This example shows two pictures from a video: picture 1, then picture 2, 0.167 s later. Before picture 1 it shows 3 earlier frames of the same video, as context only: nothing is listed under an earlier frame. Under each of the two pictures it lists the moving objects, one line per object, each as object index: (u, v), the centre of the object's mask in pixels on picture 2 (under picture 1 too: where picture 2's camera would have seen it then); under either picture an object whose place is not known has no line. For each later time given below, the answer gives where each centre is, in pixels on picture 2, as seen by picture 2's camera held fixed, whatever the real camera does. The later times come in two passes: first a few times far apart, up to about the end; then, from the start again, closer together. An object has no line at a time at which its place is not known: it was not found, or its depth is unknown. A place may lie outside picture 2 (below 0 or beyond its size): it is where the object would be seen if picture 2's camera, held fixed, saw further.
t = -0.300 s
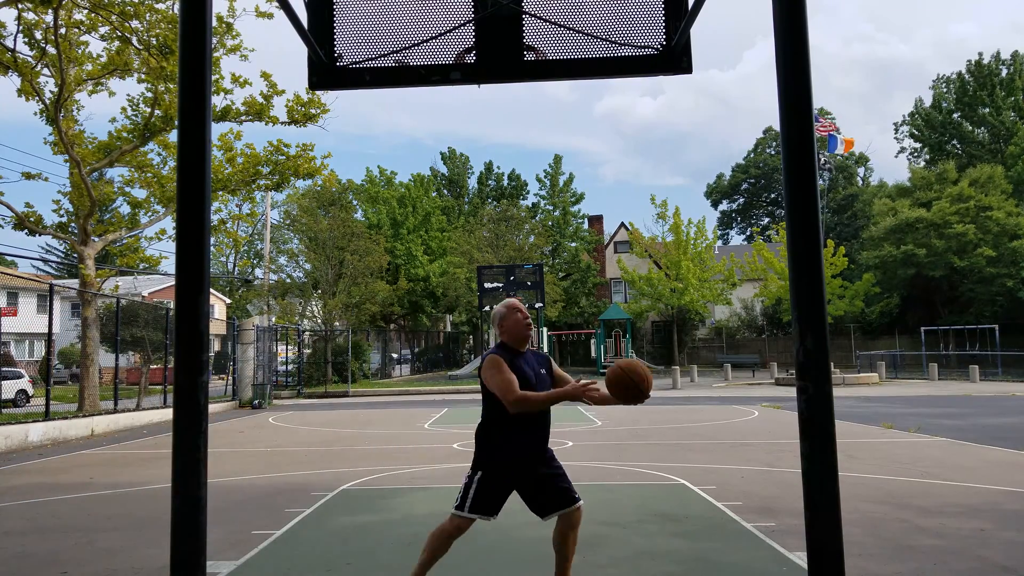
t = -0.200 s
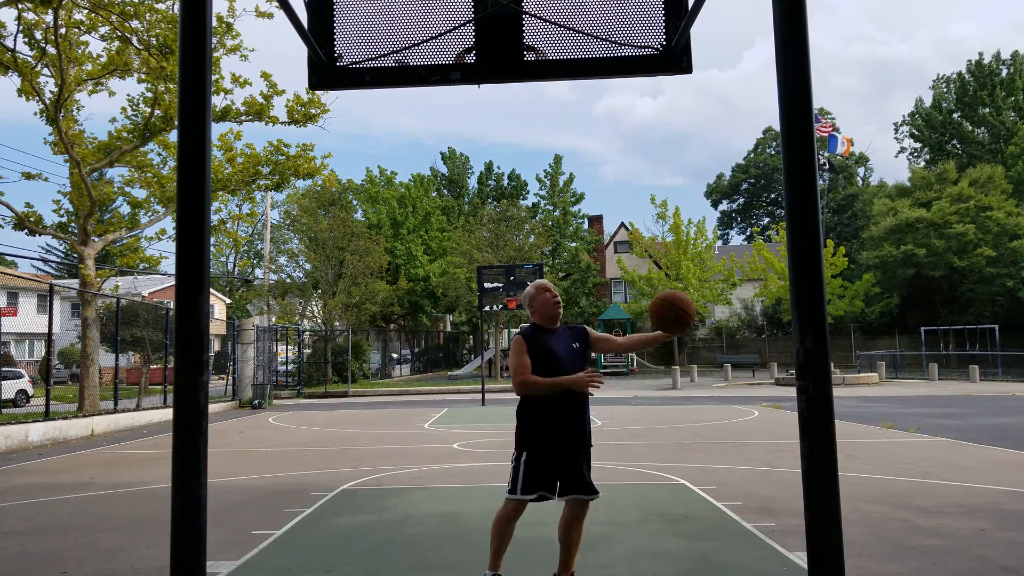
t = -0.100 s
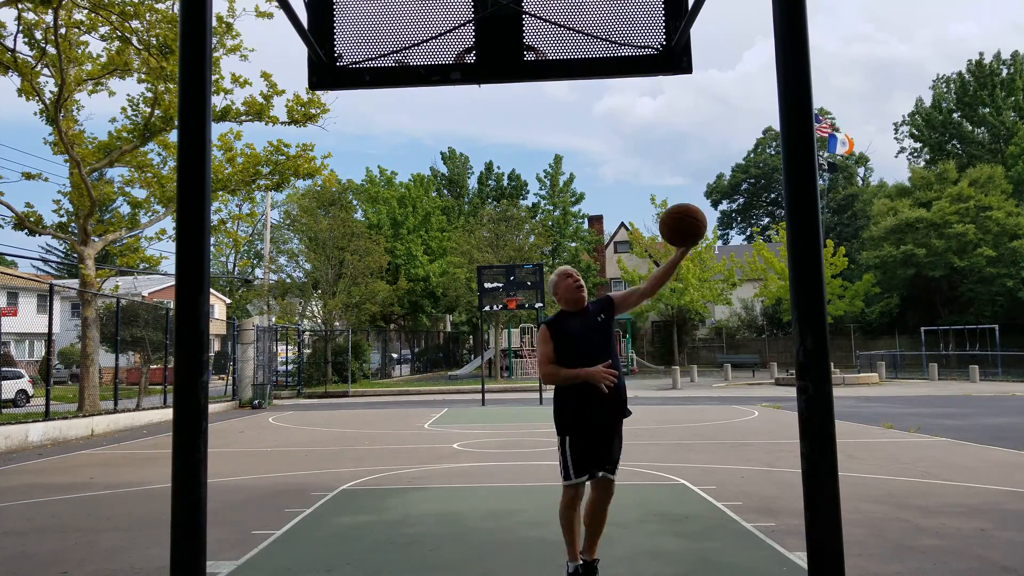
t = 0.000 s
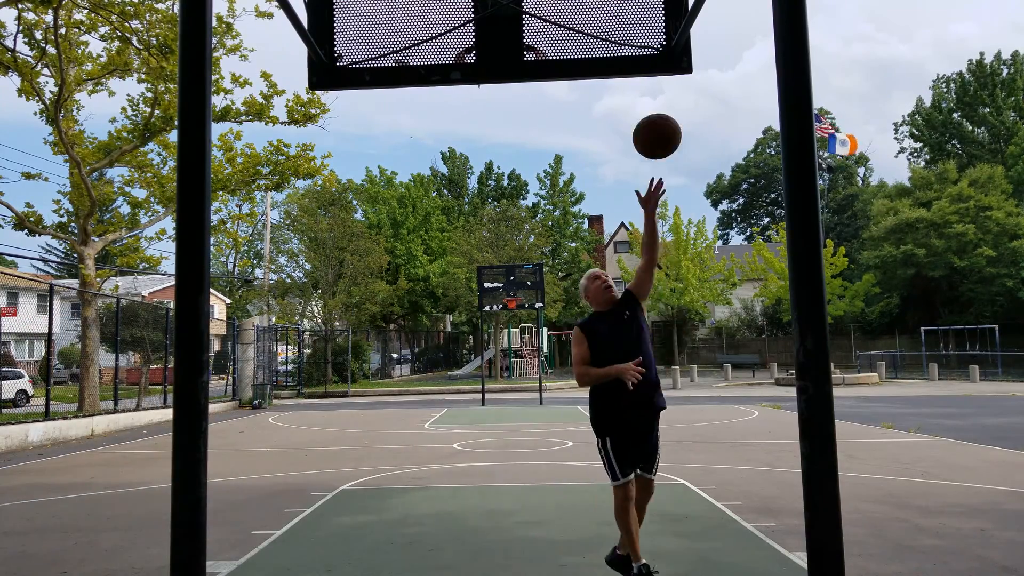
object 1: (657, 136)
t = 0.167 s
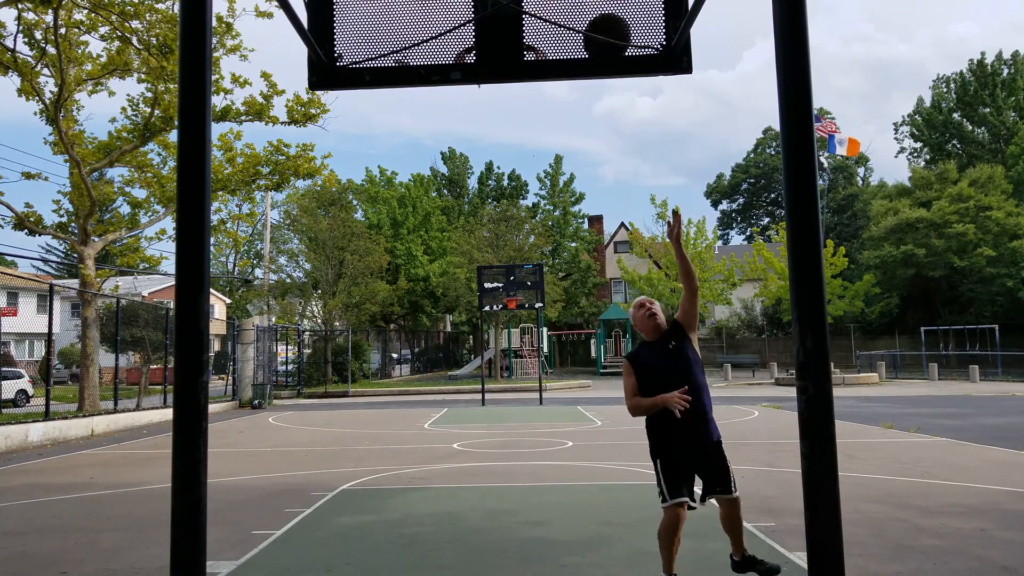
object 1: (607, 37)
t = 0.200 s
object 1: (596, 32)
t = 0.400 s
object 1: (555, 25)
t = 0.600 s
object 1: (567, 39)
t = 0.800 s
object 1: (596, 103)
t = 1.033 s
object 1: (635, 282)
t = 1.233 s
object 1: (676, 544)
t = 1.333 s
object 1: (685, 542)
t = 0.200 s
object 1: (596, 32)
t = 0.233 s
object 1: (586, 29)
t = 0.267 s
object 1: (575, 28)
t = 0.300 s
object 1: (565, 28)
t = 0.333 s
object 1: (555, 32)
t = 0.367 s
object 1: (554, 28)
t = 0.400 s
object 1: (555, 25)
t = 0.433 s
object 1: (556, 24)
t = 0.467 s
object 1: (557, 24)
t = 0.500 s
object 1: (558, 27)
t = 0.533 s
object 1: (559, 32)
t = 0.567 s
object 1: (562, 36)
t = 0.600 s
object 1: (567, 39)
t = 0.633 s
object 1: (571, 41)
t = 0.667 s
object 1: (575, 45)
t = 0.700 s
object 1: (580, 49)
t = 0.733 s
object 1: (586, 87)
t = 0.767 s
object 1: (591, 93)
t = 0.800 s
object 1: (596, 103)
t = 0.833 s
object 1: (601, 122)
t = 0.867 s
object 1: (606, 142)
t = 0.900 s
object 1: (611, 165)
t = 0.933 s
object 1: (617, 191)
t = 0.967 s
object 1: (623, 218)
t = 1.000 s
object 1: (629, 249)
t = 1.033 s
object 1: (635, 282)
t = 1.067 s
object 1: (642, 317)
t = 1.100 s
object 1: (648, 356)
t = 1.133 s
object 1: (654, 398)
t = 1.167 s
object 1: (661, 443)
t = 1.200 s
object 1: (668, 492)
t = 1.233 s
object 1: (676, 544)
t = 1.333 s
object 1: (685, 542)
